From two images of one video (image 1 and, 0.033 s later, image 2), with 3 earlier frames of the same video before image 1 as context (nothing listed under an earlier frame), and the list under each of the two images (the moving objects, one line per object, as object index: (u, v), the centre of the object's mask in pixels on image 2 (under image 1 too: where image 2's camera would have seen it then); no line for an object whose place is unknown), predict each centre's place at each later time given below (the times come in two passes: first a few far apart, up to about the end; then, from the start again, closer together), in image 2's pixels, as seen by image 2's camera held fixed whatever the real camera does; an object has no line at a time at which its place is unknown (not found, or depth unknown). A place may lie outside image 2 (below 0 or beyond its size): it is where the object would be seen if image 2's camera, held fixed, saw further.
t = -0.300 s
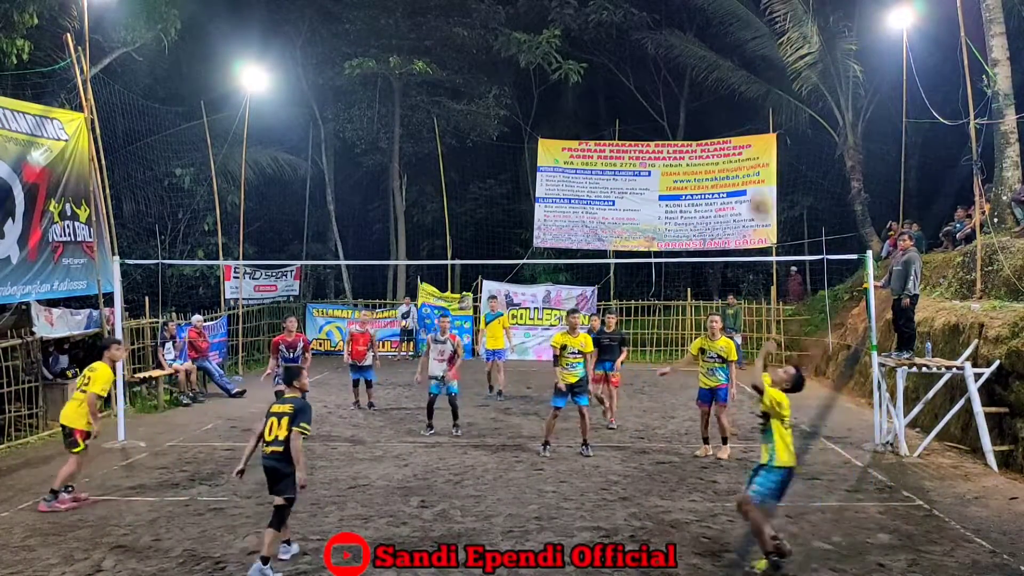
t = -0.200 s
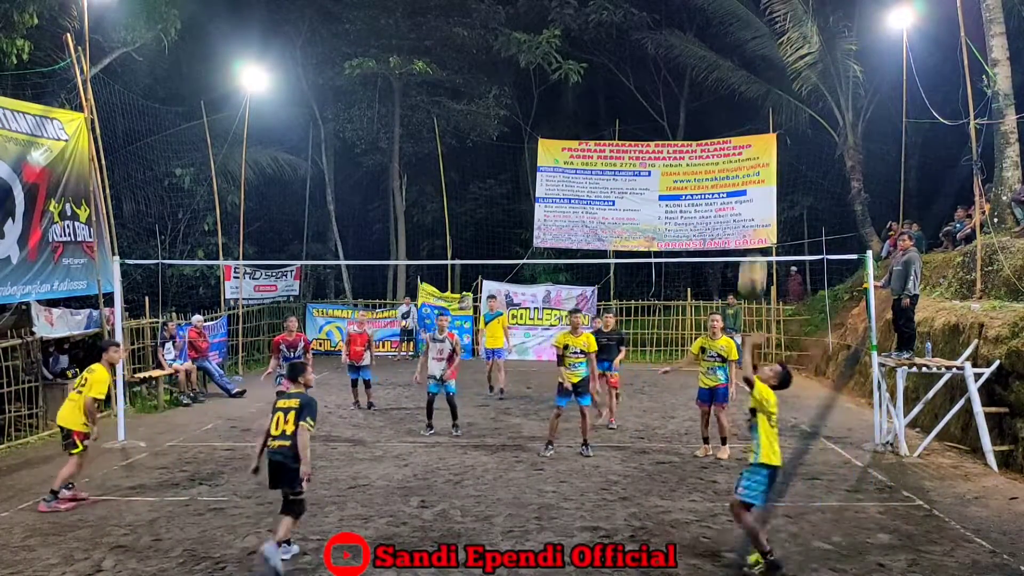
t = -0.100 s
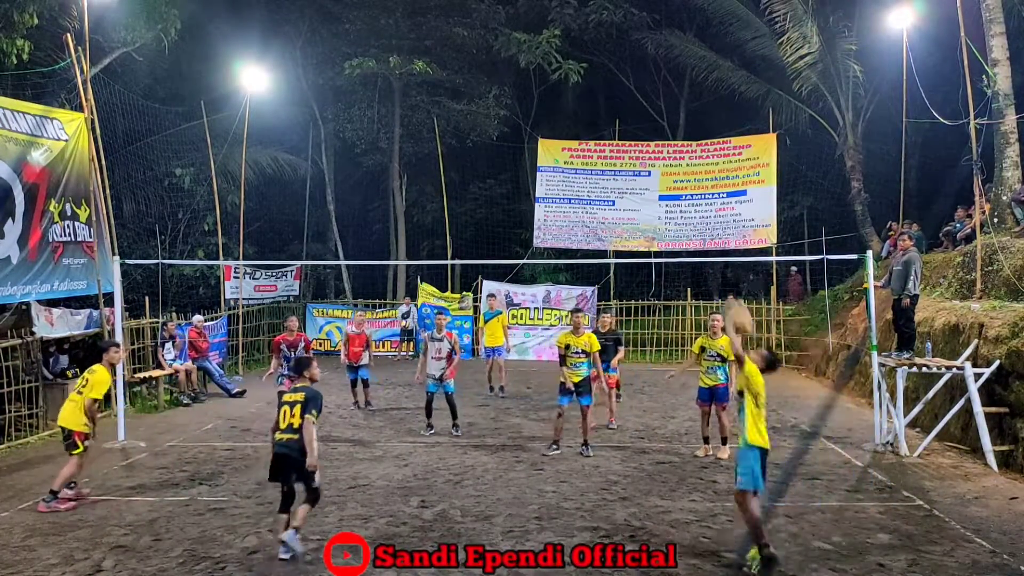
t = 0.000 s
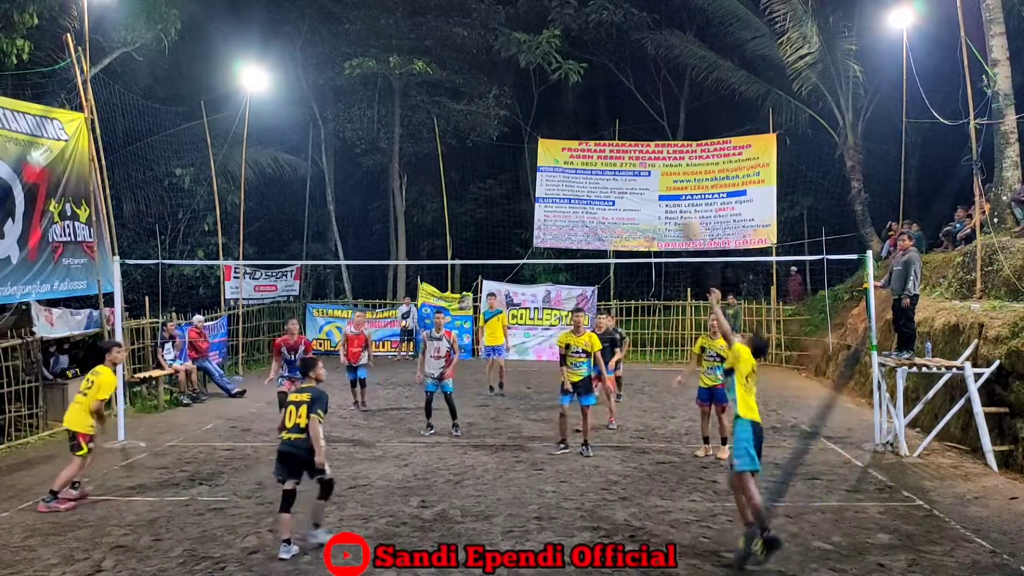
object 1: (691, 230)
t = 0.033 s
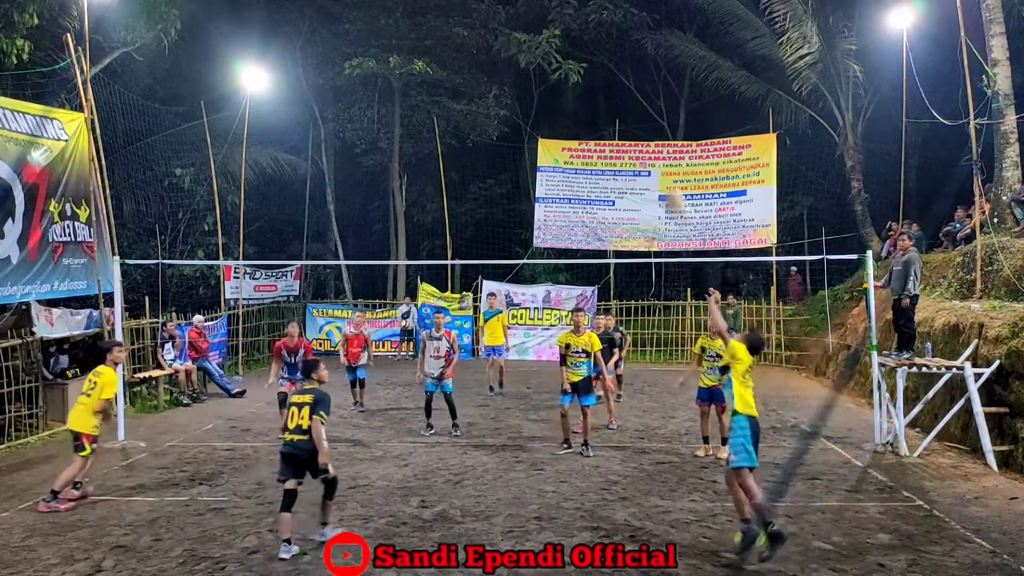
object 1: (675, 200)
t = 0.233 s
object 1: (582, 85)
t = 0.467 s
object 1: (492, 19)
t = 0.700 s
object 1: (417, 16)
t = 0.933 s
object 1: (352, 62)
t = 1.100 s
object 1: (314, 119)
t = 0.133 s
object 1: (624, 132)
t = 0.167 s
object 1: (611, 117)
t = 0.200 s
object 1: (597, 100)
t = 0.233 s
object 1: (582, 85)
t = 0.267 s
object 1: (569, 71)
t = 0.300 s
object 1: (555, 58)
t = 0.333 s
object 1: (542, 47)
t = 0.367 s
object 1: (529, 39)
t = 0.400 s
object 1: (516, 31)
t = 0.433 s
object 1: (504, 24)
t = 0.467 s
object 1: (492, 19)
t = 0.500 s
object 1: (480, 15)
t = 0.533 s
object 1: (469, 13)
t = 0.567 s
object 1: (458, 11)
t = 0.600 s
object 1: (447, 11)
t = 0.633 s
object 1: (437, 11)
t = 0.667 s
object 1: (426, 13)
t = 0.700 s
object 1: (417, 16)
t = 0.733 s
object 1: (407, 20)
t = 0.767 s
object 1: (396, 25)
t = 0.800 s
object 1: (387, 30)
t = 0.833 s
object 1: (378, 37)
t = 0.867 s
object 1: (369, 45)
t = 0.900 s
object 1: (361, 53)
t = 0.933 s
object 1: (352, 62)
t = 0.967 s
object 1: (344, 72)
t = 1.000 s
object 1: (336, 82)
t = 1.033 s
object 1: (329, 94)
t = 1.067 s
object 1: (321, 106)
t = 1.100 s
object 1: (314, 119)
